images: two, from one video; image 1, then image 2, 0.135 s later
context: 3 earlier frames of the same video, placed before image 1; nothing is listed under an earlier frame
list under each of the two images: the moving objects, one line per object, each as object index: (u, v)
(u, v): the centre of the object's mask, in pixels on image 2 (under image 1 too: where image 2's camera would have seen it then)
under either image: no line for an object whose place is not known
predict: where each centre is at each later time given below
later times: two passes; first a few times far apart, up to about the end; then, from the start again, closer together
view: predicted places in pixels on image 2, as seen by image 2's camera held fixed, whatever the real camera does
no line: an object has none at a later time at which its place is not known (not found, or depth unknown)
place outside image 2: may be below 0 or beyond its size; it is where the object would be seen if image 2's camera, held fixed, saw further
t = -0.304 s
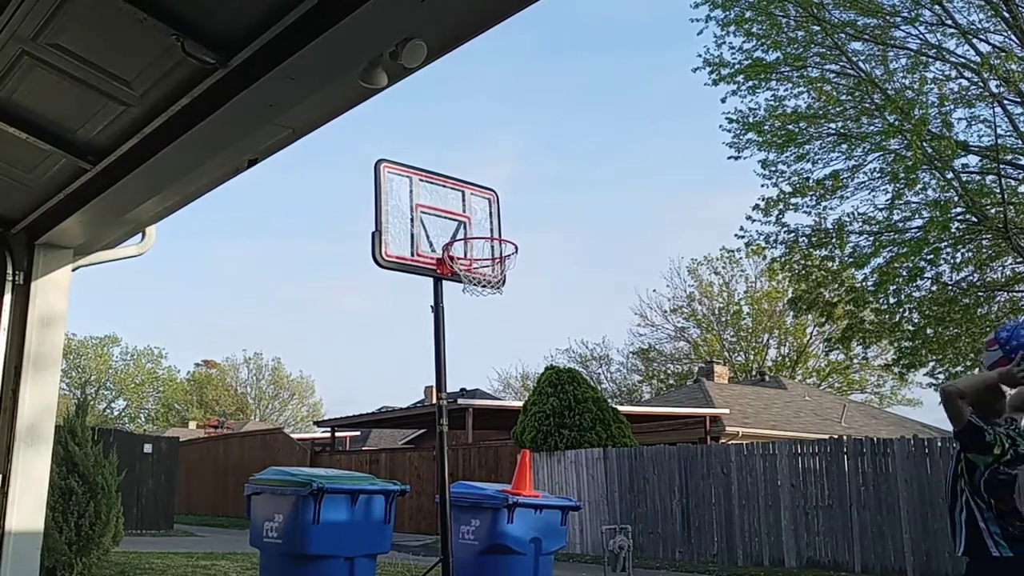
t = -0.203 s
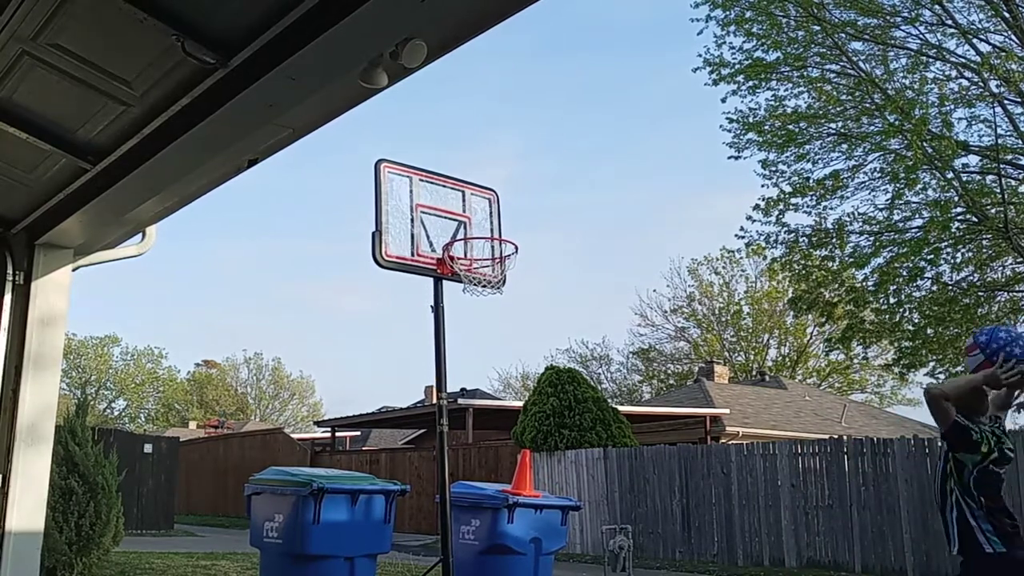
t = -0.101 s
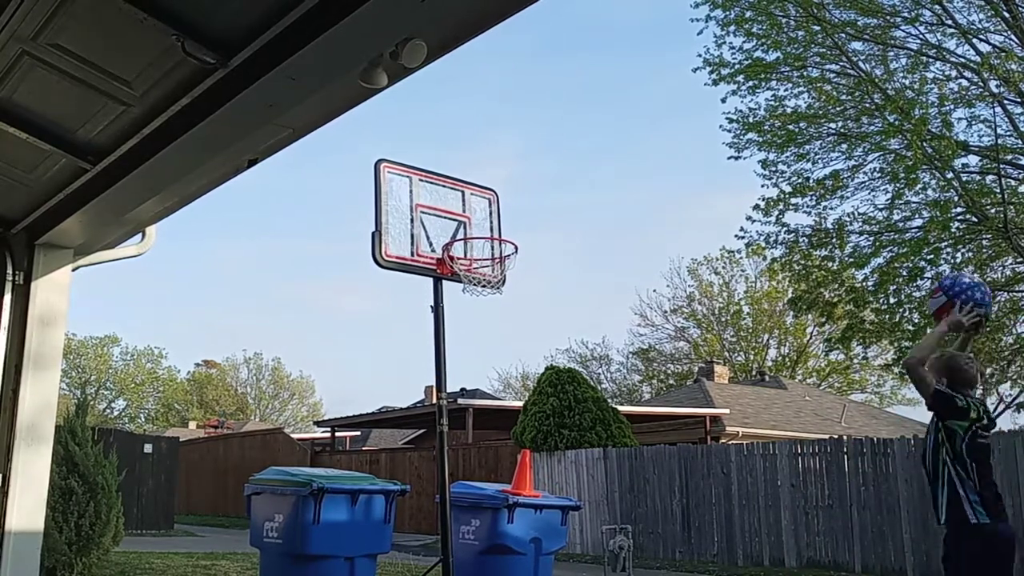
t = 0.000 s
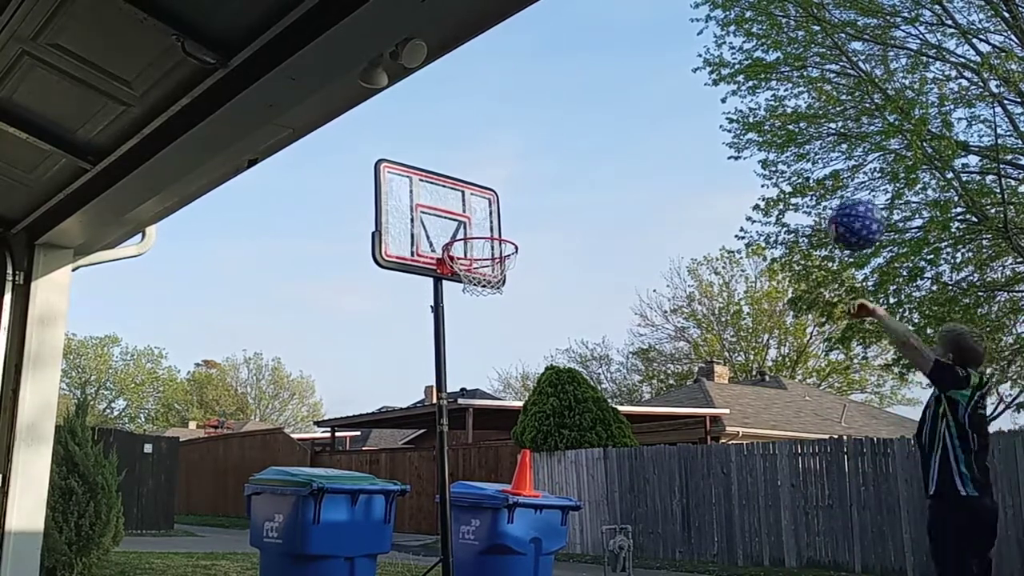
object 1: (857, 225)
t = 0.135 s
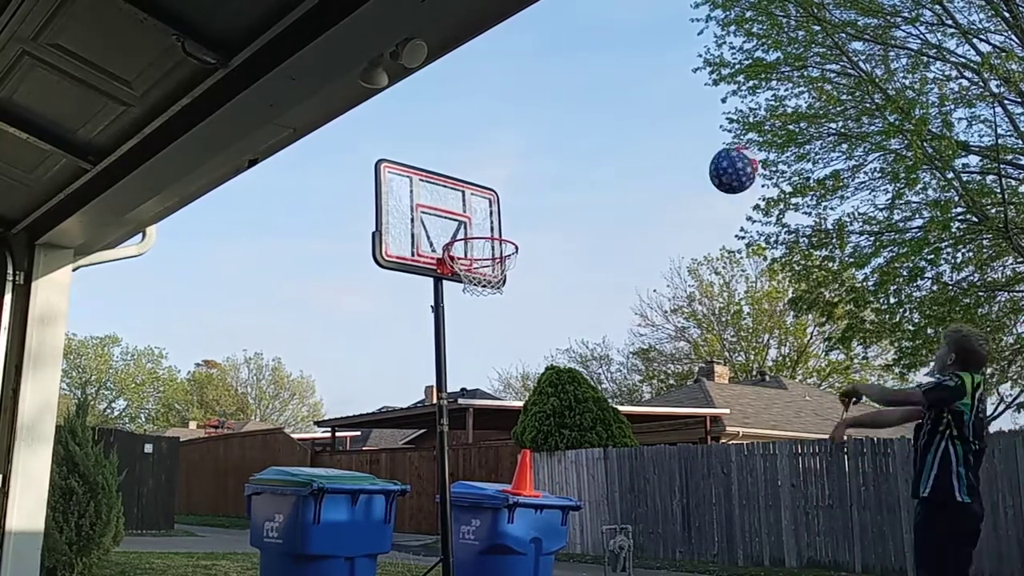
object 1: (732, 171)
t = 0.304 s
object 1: (616, 158)
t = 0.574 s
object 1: (477, 228)
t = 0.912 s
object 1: (476, 288)
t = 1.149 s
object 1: (439, 344)
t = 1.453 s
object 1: (414, 447)
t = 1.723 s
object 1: (331, 452)
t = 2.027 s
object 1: (285, 482)
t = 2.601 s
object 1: (217, 508)
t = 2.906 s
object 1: (181, 525)
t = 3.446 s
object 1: (47, 553)
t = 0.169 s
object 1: (707, 163)
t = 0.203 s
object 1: (682, 159)
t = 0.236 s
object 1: (660, 157)
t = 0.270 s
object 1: (637, 157)
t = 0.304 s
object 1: (616, 158)
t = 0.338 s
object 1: (596, 162)
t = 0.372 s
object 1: (577, 167)
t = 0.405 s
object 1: (559, 174)
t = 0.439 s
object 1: (541, 182)
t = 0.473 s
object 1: (524, 192)
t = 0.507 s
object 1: (508, 203)
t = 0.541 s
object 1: (492, 216)
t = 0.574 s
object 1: (477, 228)
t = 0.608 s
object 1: (473, 236)
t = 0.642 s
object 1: (481, 243)
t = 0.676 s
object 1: (487, 249)
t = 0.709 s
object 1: (498, 255)
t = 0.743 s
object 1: (498, 264)
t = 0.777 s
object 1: (490, 280)
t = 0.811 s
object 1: (495, 277)
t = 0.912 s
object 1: (476, 288)
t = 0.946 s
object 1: (471, 289)
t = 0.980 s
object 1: (466, 293)
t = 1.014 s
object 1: (460, 299)
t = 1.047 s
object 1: (456, 307)
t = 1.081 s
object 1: (450, 318)
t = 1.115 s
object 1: (444, 330)
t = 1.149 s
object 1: (439, 344)
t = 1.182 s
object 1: (434, 360)
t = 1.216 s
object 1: (428, 378)
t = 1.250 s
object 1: (422, 398)
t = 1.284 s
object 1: (417, 419)
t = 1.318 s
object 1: (413, 443)
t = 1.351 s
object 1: (407, 467)
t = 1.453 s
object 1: (414, 447)
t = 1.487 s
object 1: (405, 441)
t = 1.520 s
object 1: (395, 437)
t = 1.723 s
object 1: (331, 452)
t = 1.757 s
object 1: (318, 462)
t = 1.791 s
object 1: (314, 459)
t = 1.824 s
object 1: (310, 456)
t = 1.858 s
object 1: (307, 455)
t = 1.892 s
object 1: (303, 456)
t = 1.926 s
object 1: (299, 459)
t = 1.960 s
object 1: (295, 464)
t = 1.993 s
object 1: (290, 472)
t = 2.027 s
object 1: (285, 482)
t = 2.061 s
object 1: (281, 496)
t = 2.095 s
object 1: (275, 511)
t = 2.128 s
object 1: (270, 529)
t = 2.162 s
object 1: (264, 550)
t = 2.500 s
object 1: (225, 549)
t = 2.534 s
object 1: (222, 533)
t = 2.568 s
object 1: (219, 519)
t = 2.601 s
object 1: (217, 508)
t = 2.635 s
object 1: (215, 498)
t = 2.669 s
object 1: (212, 492)
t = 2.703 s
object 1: (208, 488)
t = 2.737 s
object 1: (205, 487)
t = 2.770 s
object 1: (201, 487)
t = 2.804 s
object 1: (196, 492)
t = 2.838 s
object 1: (192, 499)
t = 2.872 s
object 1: (187, 510)
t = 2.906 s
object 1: (181, 525)
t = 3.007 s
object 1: (166, 567)
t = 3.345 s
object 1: (85, 568)
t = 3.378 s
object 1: (71, 561)
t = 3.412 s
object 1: (60, 556)
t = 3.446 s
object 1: (47, 553)
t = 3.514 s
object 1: (30, 549)
